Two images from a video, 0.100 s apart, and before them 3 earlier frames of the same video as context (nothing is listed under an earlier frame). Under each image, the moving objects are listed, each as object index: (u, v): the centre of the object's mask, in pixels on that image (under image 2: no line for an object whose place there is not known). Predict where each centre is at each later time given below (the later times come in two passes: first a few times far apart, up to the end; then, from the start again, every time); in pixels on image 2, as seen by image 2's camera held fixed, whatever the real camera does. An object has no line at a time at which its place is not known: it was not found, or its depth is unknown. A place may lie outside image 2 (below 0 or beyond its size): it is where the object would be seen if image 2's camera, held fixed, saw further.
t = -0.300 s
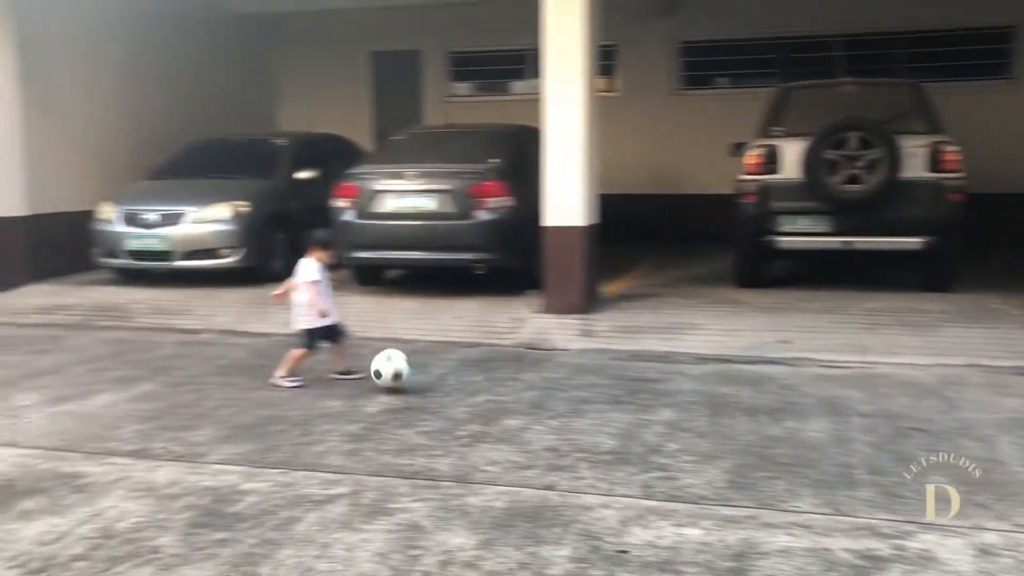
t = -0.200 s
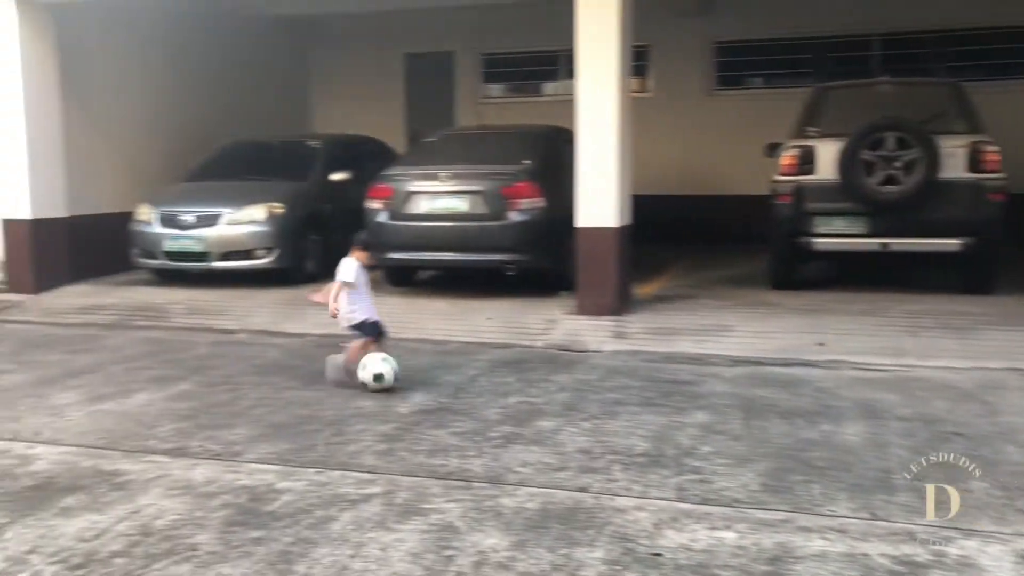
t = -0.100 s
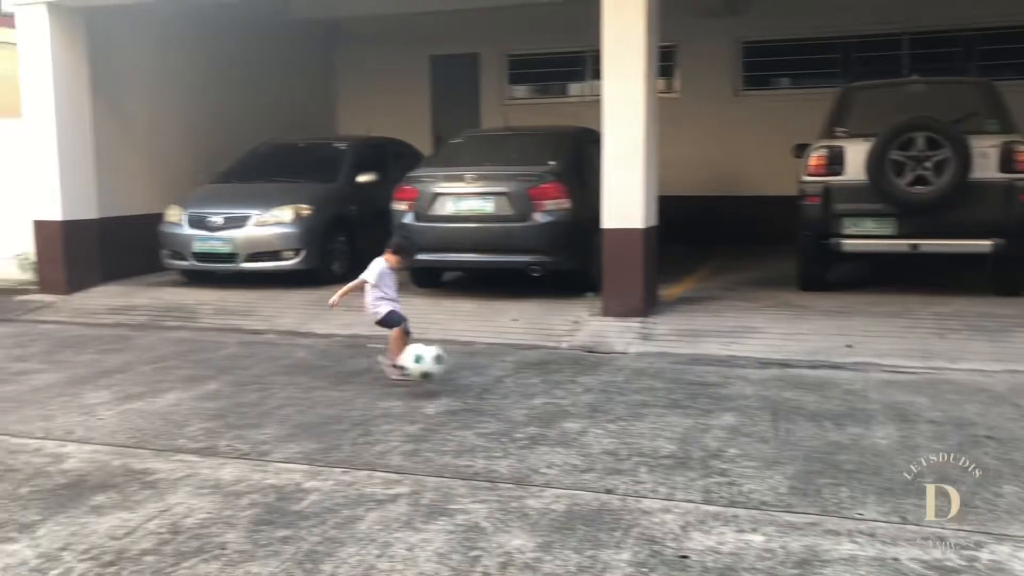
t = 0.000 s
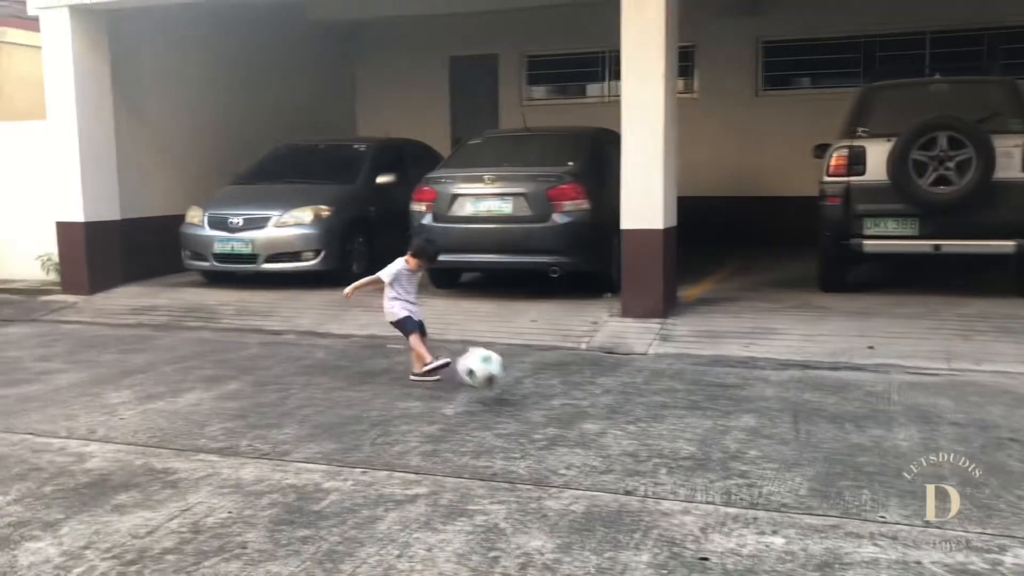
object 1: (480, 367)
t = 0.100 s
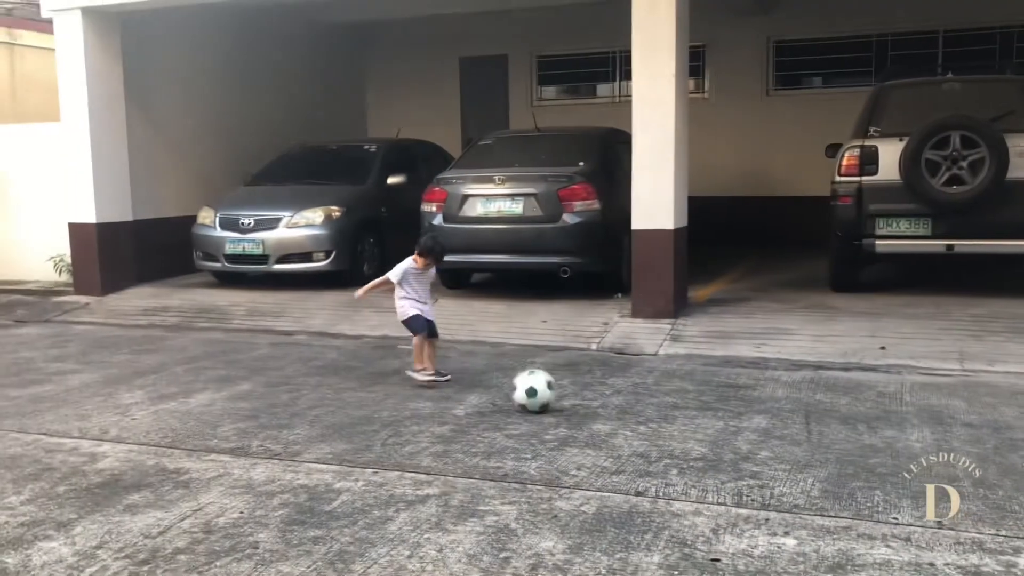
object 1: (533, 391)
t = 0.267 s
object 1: (570, 392)
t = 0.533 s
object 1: (641, 410)
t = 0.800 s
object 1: (716, 429)
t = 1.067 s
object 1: (799, 447)
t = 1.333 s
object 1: (894, 469)
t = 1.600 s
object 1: (999, 494)
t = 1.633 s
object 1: (1013, 496)
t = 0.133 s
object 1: (541, 387)
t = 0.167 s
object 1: (548, 385)
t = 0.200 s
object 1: (555, 385)
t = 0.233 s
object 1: (562, 387)
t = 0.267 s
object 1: (570, 392)
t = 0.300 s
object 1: (579, 400)
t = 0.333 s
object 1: (588, 401)
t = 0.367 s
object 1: (596, 398)
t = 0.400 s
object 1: (605, 398)
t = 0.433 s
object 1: (614, 401)
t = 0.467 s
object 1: (623, 406)
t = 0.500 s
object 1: (632, 413)
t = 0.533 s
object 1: (641, 410)
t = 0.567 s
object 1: (650, 411)
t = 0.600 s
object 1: (659, 412)
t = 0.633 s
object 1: (668, 416)
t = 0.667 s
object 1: (677, 420)
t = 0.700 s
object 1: (688, 420)
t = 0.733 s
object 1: (696, 421)
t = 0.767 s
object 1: (706, 426)
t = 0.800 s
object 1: (716, 429)
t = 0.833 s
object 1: (727, 430)
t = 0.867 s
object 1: (737, 434)
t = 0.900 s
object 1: (747, 436)
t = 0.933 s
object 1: (758, 438)
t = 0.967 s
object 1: (768, 440)
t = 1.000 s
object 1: (778, 442)
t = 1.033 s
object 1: (789, 444)
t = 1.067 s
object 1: (799, 447)
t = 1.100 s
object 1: (811, 450)
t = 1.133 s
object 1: (822, 452)
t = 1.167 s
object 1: (833, 454)
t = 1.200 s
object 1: (844, 457)
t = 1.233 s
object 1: (857, 461)
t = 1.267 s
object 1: (869, 463)
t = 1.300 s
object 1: (883, 464)
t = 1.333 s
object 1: (894, 469)
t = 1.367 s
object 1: (906, 471)
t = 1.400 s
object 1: (919, 475)
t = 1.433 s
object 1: (933, 478)
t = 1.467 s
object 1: (945, 481)
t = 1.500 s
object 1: (959, 483)
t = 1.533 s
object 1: (973, 487)
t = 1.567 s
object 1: (987, 491)
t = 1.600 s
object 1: (999, 494)
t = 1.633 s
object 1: (1013, 496)
